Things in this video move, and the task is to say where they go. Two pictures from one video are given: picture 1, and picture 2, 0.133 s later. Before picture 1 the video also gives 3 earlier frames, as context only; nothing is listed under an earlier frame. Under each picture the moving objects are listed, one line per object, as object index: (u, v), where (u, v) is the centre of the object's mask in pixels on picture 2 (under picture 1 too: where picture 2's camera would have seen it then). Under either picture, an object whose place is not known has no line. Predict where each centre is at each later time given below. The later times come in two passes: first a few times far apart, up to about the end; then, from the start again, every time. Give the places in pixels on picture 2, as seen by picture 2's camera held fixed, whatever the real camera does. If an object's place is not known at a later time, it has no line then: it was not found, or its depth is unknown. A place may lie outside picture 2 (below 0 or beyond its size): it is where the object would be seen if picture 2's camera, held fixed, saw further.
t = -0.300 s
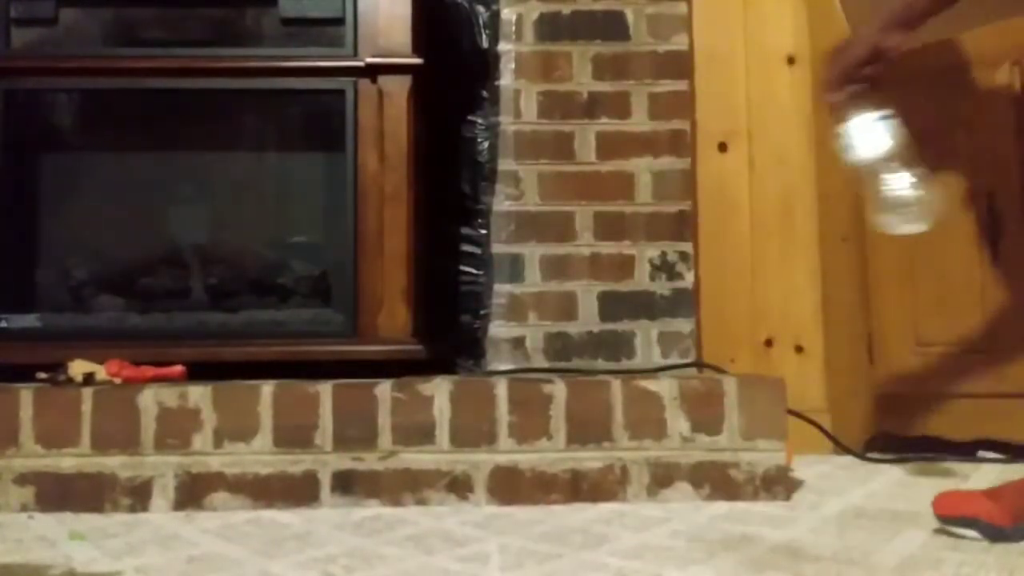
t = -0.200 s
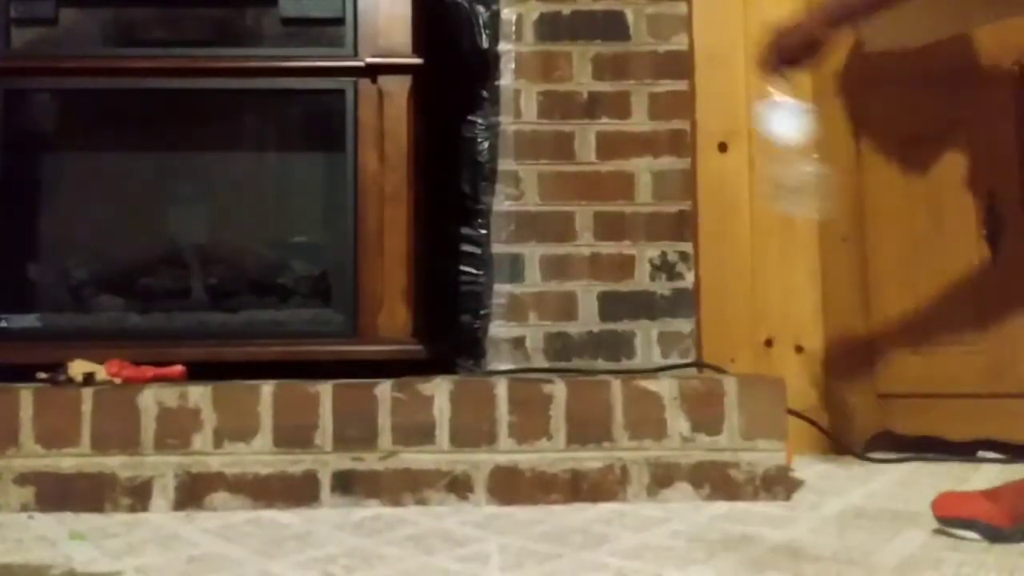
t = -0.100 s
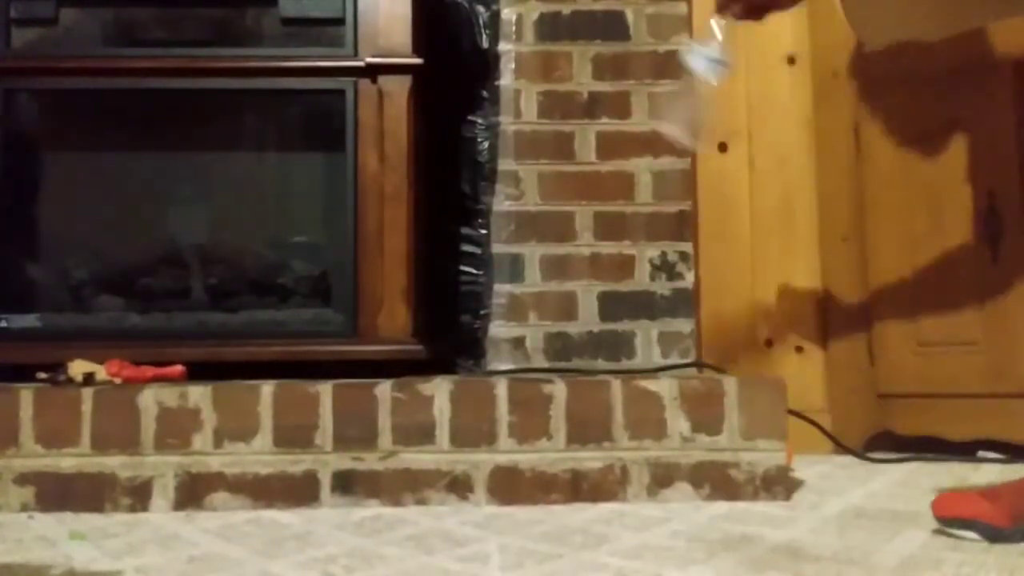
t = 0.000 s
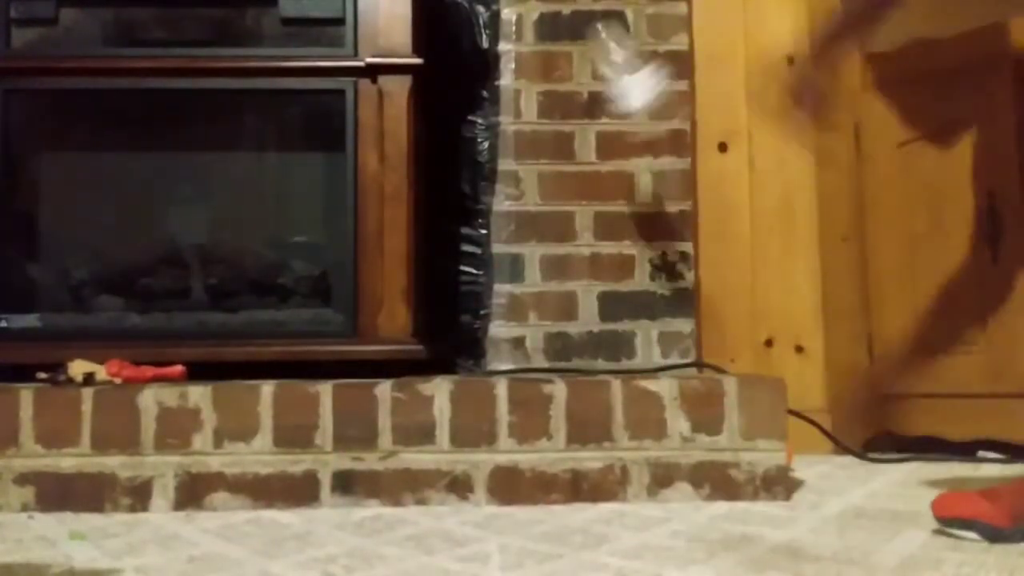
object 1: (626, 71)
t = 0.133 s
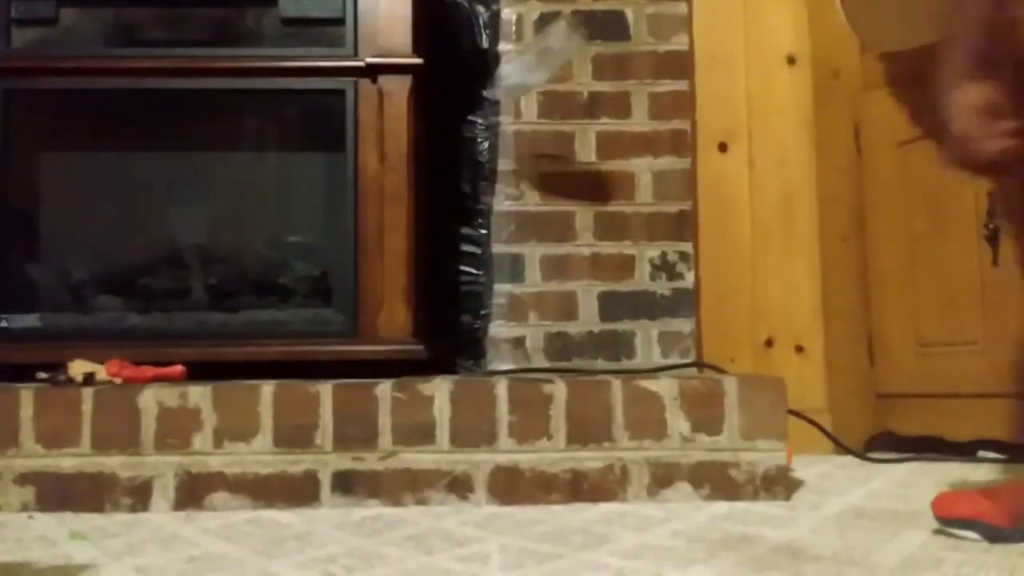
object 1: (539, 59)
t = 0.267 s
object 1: (475, 159)
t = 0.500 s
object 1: (477, 348)
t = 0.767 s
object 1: (514, 356)
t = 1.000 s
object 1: (513, 357)
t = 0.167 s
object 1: (521, 73)
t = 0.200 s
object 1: (503, 97)
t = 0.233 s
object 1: (486, 125)
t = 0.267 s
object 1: (475, 159)
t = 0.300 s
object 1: (466, 200)
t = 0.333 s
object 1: (454, 250)
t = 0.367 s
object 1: (445, 296)
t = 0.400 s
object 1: (453, 328)
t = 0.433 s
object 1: (458, 345)
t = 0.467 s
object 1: (466, 347)
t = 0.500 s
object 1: (477, 348)
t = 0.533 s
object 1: (484, 348)
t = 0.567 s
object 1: (492, 351)
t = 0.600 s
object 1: (498, 353)
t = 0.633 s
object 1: (507, 353)
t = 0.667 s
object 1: (513, 354)
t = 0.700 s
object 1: (514, 356)
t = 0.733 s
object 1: (515, 356)
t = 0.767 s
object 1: (514, 356)
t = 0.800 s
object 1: (515, 356)
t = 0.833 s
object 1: (515, 356)
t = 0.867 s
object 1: (514, 356)
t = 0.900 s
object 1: (513, 357)
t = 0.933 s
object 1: (512, 356)
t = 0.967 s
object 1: (512, 357)
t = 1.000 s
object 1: (513, 357)
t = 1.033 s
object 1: (513, 357)
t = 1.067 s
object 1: (513, 357)
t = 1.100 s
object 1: (514, 357)
